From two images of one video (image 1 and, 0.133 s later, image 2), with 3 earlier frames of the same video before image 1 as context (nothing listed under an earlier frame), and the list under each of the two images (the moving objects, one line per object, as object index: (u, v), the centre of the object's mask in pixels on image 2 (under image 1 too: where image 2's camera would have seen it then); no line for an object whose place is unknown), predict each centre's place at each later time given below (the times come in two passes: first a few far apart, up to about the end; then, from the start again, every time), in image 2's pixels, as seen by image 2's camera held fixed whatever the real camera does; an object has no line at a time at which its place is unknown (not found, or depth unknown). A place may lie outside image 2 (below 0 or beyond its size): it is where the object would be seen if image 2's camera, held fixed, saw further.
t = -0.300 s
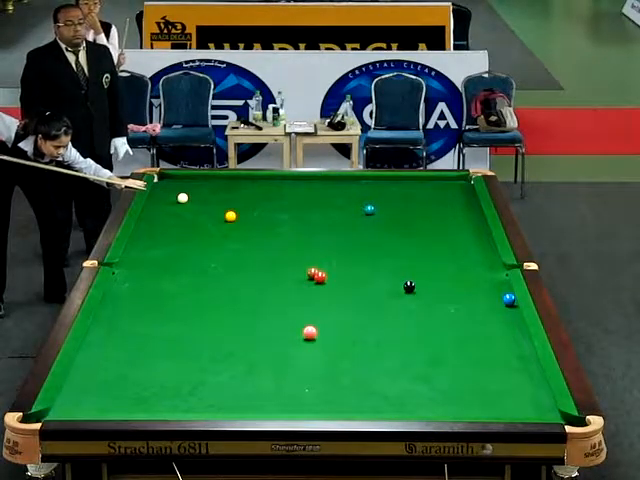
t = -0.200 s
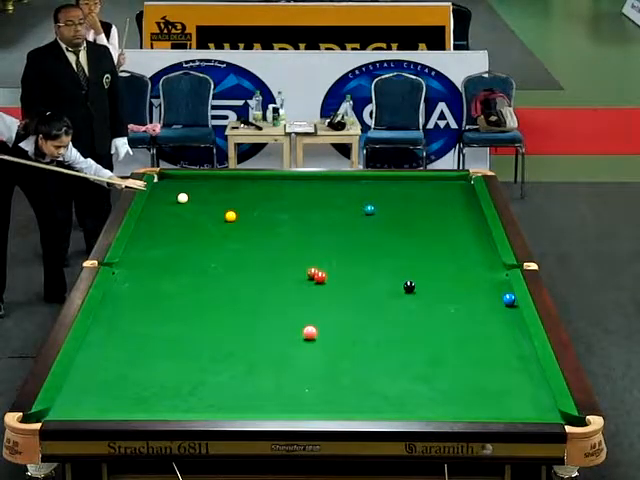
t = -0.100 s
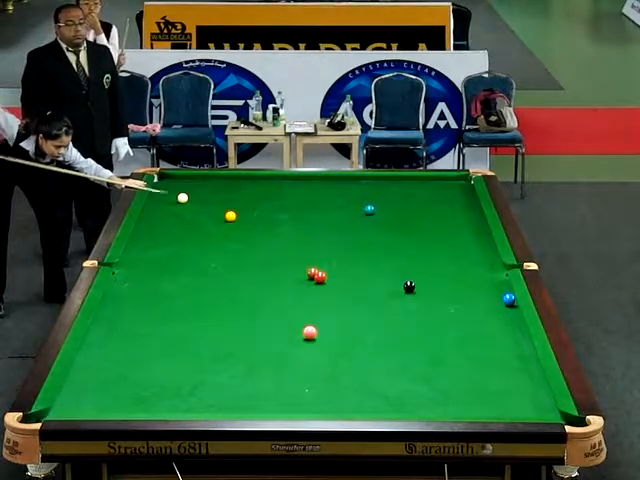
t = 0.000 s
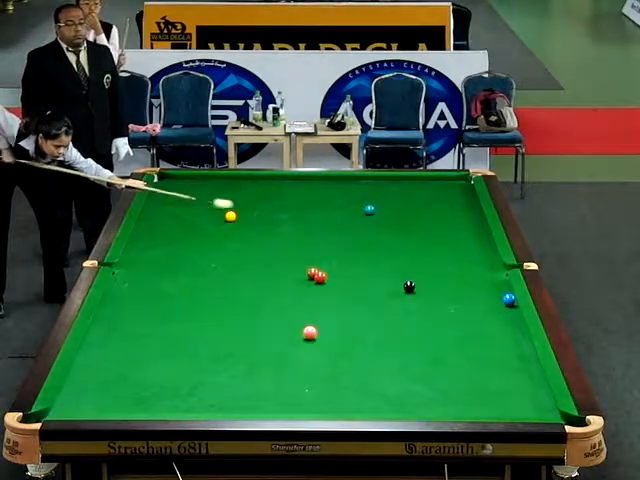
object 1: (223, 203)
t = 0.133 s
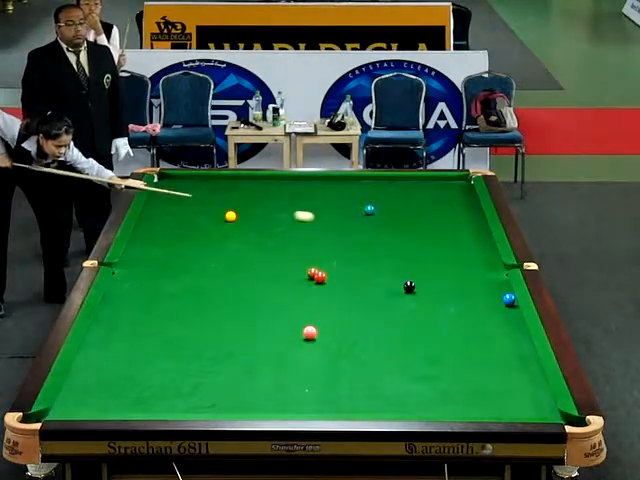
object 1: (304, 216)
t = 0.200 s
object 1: (345, 222)
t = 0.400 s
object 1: (476, 242)
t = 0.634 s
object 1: (382, 258)
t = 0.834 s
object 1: (293, 271)
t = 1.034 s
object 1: (211, 285)
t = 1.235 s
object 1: (125, 300)
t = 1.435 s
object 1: (151, 311)
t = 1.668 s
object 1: (204, 321)
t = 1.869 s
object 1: (247, 331)
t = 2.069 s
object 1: (290, 341)
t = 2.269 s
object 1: (335, 351)
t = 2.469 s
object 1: (379, 360)
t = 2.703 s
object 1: (432, 372)
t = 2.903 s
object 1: (479, 382)
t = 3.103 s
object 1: (526, 393)
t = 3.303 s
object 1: (529, 402)
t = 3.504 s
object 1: (504, 408)
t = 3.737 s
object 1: (475, 412)
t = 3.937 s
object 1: (453, 408)
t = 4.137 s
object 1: (432, 406)
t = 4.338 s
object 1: (412, 404)
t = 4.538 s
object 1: (393, 400)
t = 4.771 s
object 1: (372, 396)
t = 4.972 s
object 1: (356, 393)
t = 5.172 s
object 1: (340, 391)
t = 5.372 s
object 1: (325, 388)
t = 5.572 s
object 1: (312, 386)
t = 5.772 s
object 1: (300, 383)
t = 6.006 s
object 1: (286, 381)
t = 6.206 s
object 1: (276, 380)
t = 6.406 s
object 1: (266, 378)
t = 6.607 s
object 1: (258, 377)
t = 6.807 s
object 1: (250, 376)
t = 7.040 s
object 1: (242, 375)
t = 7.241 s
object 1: (236, 374)
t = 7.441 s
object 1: (232, 374)
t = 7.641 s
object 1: (228, 373)
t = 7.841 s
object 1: (225, 373)
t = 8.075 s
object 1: (222, 372)
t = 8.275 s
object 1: (220, 372)
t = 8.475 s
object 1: (220, 372)
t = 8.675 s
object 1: (219, 372)
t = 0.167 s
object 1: (324, 219)
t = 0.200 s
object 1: (345, 222)
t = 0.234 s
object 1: (366, 225)
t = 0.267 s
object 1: (387, 229)
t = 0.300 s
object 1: (409, 232)
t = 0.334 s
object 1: (432, 235)
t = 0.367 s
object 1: (454, 239)
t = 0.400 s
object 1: (476, 242)
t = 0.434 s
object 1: (486, 245)
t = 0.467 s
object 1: (468, 247)
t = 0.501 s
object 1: (450, 249)
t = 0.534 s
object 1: (432, 251)
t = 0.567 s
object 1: (415, 253)
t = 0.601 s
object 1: (399, 255)
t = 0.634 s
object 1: (382, 258)
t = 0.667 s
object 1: (367, 260)
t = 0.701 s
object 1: (351, 262)
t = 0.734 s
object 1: (336, 264)
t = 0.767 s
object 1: (322, 266)
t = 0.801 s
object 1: (306, 268)
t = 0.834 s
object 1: (293, 271)
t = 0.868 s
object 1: (279, 273)
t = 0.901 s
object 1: (266, 276)
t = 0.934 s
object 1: (252, 278)
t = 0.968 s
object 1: (239, 281)
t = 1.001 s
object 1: (225, 283)
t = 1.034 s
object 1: (211, 285)
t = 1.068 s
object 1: (197, 288)
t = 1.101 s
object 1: (183, 290)
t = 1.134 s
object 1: (168, 293)
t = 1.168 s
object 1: (154, 295)
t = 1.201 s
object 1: (139, 298)
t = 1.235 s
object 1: (125, 300)
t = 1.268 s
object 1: (110, 303)
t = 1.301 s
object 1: (109, 305)
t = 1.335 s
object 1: (121, 307)
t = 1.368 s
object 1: (131, 308)
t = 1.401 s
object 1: (141, 309)
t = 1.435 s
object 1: (151, 311)
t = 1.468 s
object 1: (159, 312)
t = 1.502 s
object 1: (167, 314)
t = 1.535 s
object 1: (175, 315)
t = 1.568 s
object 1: (183, 317)
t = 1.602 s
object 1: (189, 318)
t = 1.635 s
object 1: (197, 320)
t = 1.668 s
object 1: (204, 321)
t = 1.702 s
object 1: (211, 323)
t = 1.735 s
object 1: (218, 325)
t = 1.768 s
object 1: (225, 326)
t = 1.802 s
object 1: (232, 328)
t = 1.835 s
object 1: (240, 329)
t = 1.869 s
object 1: (247, 331)
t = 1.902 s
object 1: (254, 332)
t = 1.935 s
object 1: (261, 334)
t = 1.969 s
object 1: (268, 336)
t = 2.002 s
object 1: (276, 337)
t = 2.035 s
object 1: (283, 339)
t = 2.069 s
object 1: (290, 341)
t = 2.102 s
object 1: (297, 342)
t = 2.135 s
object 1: (304, 344)
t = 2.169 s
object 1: (312, 346)
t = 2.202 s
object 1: (320, 347)
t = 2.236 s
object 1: (328, 349)
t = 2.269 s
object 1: (335, 351)
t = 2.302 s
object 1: (342, 352)
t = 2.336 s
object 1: (349, 354)
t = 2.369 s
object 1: (357, 355)
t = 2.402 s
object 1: (364, 357)
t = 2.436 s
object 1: (372, 359)
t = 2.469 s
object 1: (379, 360)
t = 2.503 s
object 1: (387, 362)
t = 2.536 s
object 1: (394, 363)
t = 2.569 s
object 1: (402, 365)
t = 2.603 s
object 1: (409, 367)
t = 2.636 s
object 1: (417, 369)
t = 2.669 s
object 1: (424, 370)
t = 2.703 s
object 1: (432, 372)
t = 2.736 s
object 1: (440, 374)
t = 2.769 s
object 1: (448, 376)
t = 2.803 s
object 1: (456, 377)
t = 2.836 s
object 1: (463, 379)
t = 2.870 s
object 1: (471, 381)
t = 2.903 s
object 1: (479, 382)
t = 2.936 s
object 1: (487, 384)
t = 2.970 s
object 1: (494, 386)
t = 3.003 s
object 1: (503, 388)
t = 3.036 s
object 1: (510, 390)
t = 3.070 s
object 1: (519, 392)
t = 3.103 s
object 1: (526, 393)
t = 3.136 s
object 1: (534, 395)
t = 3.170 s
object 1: (542, 397)
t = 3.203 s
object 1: (544, 398)
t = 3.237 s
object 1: (538, 400)
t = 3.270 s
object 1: (533, 400)
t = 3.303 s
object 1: (529, 402)
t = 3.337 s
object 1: (525, 403)
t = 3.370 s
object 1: (520, 404)
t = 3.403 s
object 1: (517, 405)
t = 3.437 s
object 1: (512, 406)
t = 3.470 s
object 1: (508, 407)
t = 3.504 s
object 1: (504, 408)
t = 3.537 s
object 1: (500, 409)
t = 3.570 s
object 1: (496, 409)
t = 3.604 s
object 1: (492, 410)
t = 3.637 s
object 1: (487, 410)
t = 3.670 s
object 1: (483, 411)
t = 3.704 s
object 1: (479, 412)
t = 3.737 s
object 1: (475, 412)
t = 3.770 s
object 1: (471, 411)
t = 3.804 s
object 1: (468, 411)
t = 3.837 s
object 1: (464, 410)
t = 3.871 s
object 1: (460, 410)
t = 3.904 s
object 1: (456, 409)
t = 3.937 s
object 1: (453, 408)
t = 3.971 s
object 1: (449, 408)
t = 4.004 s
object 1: (446, 407)
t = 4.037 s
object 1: (442, 407)
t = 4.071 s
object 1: (439, 406)
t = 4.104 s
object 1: (435, 405)
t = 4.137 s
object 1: (432, 406)
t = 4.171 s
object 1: (428, 406)
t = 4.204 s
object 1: (425, 405)
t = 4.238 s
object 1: (422, 405)
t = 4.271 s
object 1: (418, 405)
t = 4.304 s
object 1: (415, 404)
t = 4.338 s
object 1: (412, 404)
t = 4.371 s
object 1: (409, 403)
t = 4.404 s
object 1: (405, 402)
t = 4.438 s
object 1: (402, 401)
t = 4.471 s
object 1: (399, 401)
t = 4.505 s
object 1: (396, 400)
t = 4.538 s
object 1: (393, 400)
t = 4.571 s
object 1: (390, 399)
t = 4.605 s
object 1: (387, 399)
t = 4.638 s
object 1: (384, 398)
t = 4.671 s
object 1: (381, 398)
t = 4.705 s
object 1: (378, 397)
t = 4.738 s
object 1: (375, 397)
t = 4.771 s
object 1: (372, 396)
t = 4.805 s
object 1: (370, 395)
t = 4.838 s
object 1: (367, 395)
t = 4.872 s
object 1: (364, 395)
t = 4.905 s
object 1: (361, 394)
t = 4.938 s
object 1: (358, 394)
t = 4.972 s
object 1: (356, 393)
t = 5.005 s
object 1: (353, 393)
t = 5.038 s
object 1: (351, 392)
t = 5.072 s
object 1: (348, 392)
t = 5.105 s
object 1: (345, 392)
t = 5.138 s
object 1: (343, 391)
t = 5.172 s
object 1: (340, 391)
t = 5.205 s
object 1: (338, 390)
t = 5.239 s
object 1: (335, 390)
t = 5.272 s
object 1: (333, 389)
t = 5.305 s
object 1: (331, 389)
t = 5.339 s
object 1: (328, 388)
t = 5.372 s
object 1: (325, 388)
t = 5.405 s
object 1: (323, 388)
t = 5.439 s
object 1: (321, 387)
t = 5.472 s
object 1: (319, 387)
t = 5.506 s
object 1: (317, 386)
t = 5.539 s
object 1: (314, 386)
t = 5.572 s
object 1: (312, 386)
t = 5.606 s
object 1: (310, 385)
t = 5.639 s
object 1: (308, 385)
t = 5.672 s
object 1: (306, 384)
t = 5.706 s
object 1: (304, 384)
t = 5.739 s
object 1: (302, 384)
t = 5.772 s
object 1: (300, 383)
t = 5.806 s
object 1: (298, 383)
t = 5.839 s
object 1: (296, 383)
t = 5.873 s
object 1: (294, 382)
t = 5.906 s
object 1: (292, 382)
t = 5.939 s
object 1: (290, 382)
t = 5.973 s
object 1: (288, 382)
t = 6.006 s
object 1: (286, 381)
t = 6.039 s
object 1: (285, 381)
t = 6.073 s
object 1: (283, 381)
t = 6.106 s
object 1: (281, 381)
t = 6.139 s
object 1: (279, 380)
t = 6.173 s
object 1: (278, 380)
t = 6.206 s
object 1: (276, 380)
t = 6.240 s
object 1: (274, 380)
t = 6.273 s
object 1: (272, 379)
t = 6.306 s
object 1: (271, 379)
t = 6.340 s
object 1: (269, 379)
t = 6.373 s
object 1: (268, 378)
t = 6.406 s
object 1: (266, 378)
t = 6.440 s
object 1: (265, 378)
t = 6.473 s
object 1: (263, 378)
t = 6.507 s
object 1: (262, 378)
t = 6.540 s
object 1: (261, 377)
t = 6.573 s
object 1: (259, 377)
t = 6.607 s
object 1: (258, 377)
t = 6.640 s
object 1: (257, 377)
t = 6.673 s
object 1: (255, 377)
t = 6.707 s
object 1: (254, 376)
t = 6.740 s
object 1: (253, 376)
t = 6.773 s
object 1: (251, 376)
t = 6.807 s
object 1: (250, 376)
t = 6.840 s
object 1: (249, 376)
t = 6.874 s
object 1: (248, 376)
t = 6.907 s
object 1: (247, 375)
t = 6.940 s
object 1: (245, 375)
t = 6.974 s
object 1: (244, 375)
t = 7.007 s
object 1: (243, 375)
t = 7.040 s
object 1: (242, 375)
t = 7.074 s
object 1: (241, 375)
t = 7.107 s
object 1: (240, 375)
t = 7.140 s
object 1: (239, 375)
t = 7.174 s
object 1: (238, 375)
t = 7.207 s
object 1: (237, 375)
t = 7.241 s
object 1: (236, 374)
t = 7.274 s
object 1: (236, 374)
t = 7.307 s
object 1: (235, 374)
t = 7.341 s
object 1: (234, 374)
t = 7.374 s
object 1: (233, 374)
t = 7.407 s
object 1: (232, 374)
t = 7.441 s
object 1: (232, 374)
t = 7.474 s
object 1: (231, 373)
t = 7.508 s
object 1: (230, 373)
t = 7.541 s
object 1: (230, 373)
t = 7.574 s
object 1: (229, 373)
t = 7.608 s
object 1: (228, 373)
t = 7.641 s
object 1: (228, 373)
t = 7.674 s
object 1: (227, 373)
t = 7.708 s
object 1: (226, 373)
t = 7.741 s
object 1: (226, 373)
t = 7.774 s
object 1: (225, 373)
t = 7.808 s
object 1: (225, 373)
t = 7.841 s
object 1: (225, 373)
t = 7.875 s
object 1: (224, 372)
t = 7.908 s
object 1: (224, 372)
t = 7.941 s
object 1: (223, 372)
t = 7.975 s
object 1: (223, 372)
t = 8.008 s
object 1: (222, 372)
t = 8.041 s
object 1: (222, 372)
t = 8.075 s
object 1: (222, 372)
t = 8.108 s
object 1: (222, 372)
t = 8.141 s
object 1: (221, 372)
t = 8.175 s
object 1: (221, 372)
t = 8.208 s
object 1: (221, 372)
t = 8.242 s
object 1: (221, 372)
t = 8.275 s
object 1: (220, 372)
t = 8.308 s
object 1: (220, 372)
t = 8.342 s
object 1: (220, 372)
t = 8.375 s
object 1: (220, 372)
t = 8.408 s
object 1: (220, 372)
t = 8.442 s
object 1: (220, 372)
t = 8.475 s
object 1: (220, 372)
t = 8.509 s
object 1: (219, 372)
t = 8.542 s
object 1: (219, 372)
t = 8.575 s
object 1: (219, 372)
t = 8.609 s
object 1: (220, 372)
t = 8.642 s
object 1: (219, 372)
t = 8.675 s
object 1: (219, 372)
